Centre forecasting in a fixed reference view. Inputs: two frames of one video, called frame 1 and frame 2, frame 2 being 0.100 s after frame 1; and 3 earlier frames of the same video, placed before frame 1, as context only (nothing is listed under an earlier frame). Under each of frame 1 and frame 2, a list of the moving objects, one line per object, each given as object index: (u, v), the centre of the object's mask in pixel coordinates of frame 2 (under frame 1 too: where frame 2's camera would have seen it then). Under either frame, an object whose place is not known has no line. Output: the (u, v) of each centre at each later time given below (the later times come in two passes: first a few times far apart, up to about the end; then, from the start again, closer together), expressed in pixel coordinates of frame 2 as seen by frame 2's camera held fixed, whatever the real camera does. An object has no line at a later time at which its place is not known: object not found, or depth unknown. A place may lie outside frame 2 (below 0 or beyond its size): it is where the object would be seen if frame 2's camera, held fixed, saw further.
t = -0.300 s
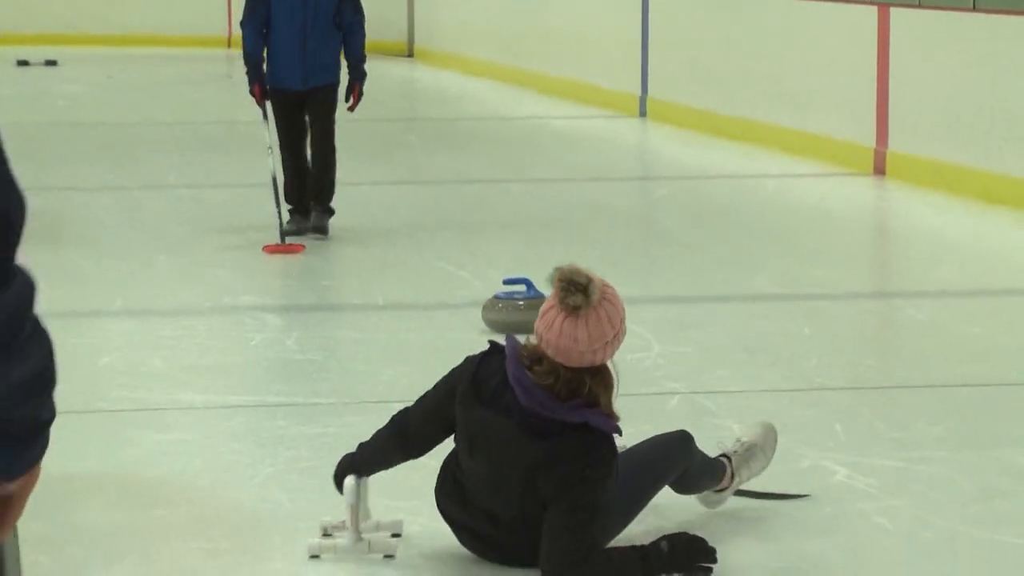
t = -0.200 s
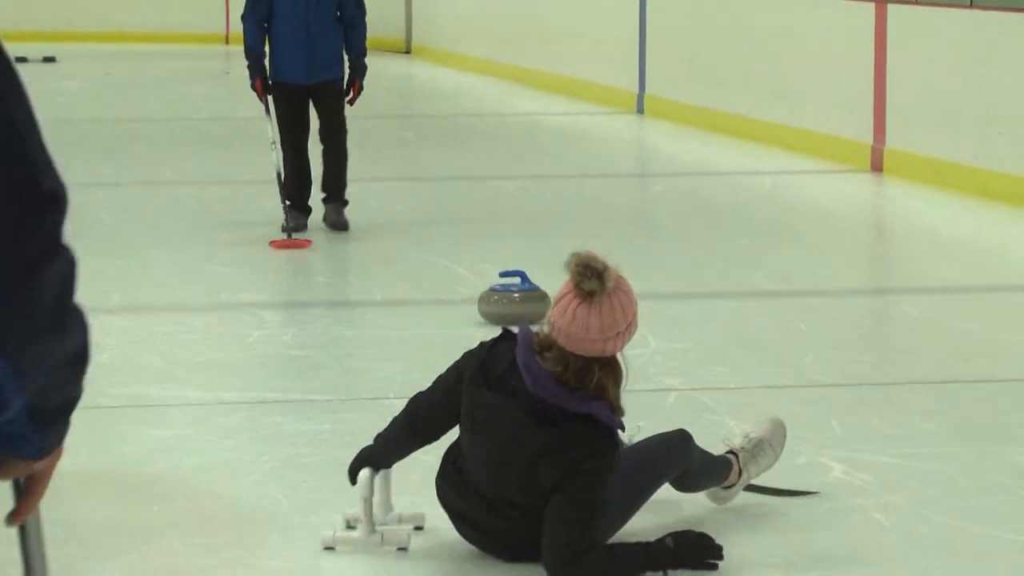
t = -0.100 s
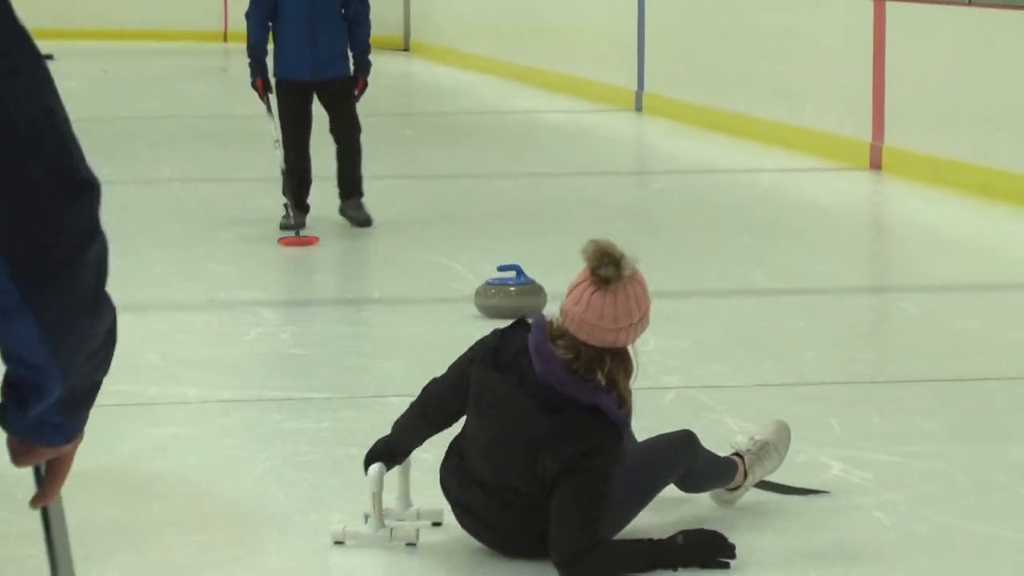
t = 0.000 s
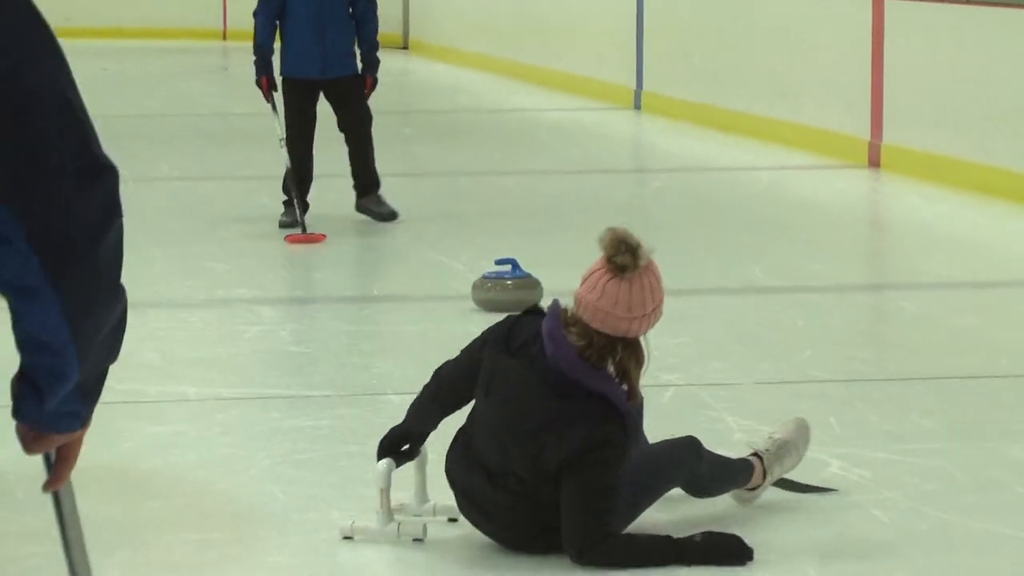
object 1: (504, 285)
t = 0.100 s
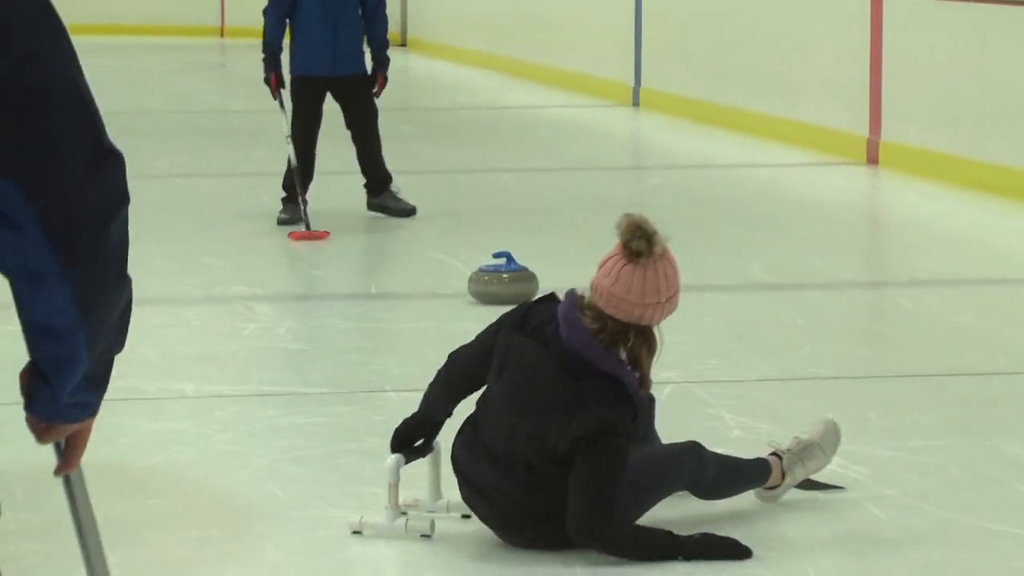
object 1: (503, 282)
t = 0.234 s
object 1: (499, 276)
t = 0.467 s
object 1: (493, 268)
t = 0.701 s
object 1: (488, 259)
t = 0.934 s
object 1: (483, 250)
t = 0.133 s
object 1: (502, 280)
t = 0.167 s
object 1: (501, 279)
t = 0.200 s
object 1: (500, 278)
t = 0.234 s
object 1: (499, 276)
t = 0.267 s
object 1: (498, 275)
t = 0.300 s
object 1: (497, 274)
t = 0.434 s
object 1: (494, 269)
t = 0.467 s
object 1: (493, 268)
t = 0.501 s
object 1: (493, 267)
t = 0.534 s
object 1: (493, 266)
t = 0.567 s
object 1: (493, 265)
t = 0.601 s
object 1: (492, 264)
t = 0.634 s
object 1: (490, 262)
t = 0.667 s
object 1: (488, 261)
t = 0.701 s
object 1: (488, 259)
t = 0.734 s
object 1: (488, 258)
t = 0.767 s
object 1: (488, 257)
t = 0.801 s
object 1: (487, 256)
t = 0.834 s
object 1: (487, 254)
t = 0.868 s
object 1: (486, 253)
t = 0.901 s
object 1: (485, 252)
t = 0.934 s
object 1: (483, 250)
